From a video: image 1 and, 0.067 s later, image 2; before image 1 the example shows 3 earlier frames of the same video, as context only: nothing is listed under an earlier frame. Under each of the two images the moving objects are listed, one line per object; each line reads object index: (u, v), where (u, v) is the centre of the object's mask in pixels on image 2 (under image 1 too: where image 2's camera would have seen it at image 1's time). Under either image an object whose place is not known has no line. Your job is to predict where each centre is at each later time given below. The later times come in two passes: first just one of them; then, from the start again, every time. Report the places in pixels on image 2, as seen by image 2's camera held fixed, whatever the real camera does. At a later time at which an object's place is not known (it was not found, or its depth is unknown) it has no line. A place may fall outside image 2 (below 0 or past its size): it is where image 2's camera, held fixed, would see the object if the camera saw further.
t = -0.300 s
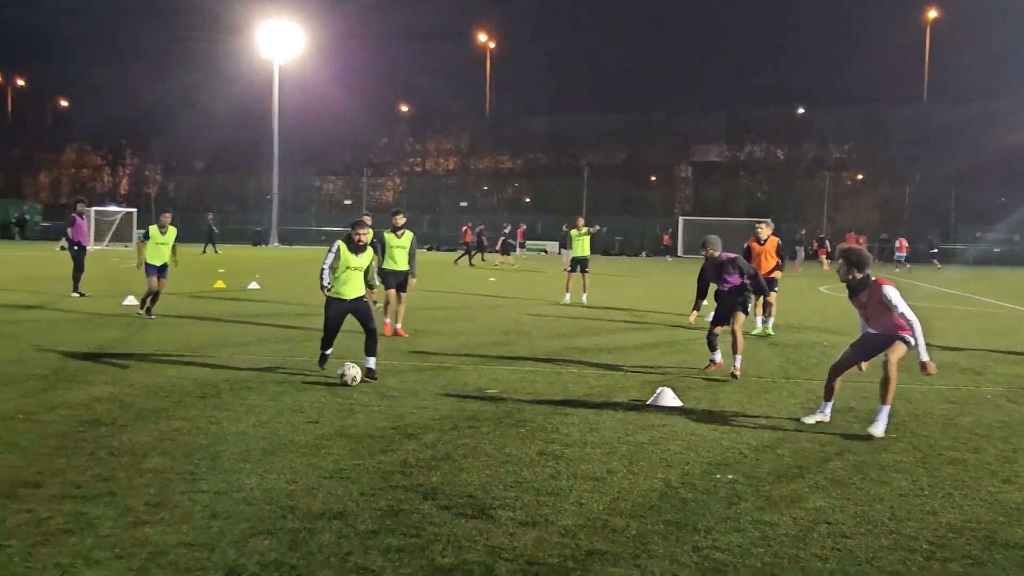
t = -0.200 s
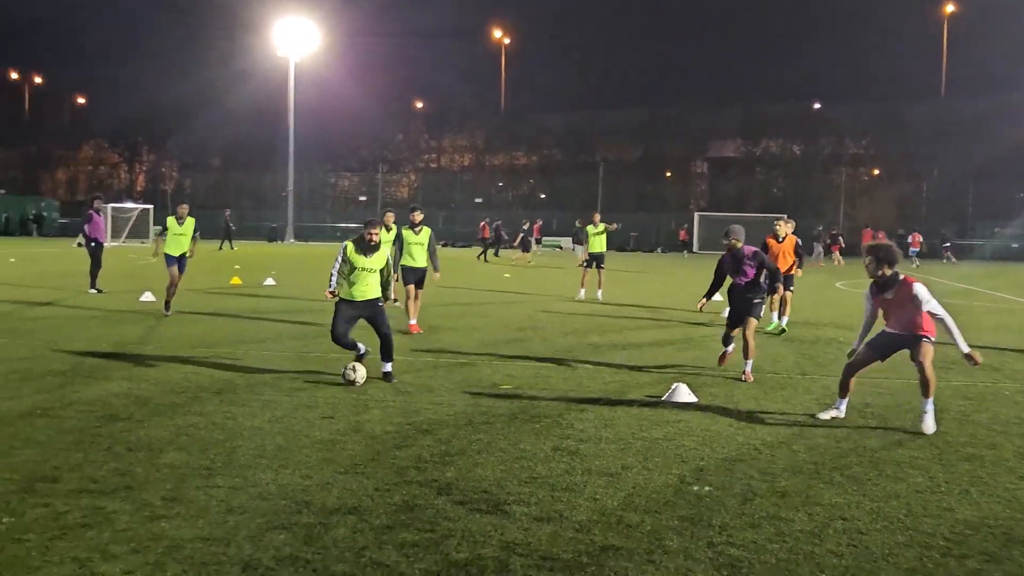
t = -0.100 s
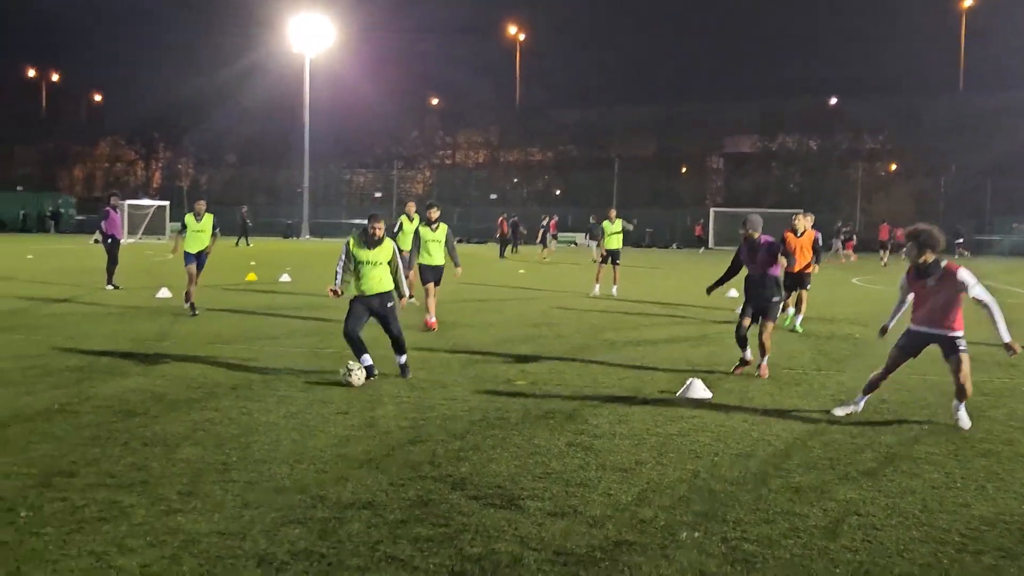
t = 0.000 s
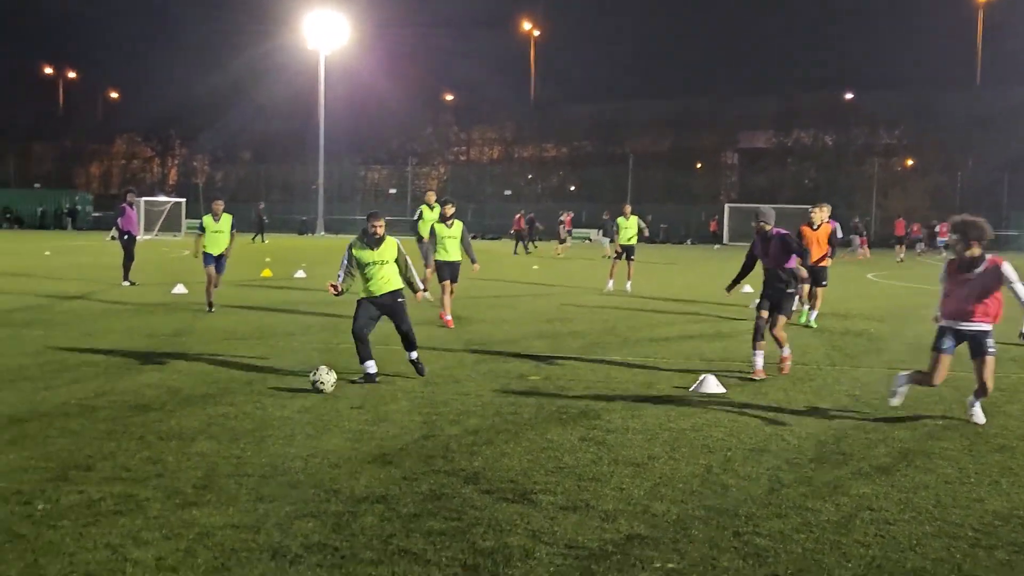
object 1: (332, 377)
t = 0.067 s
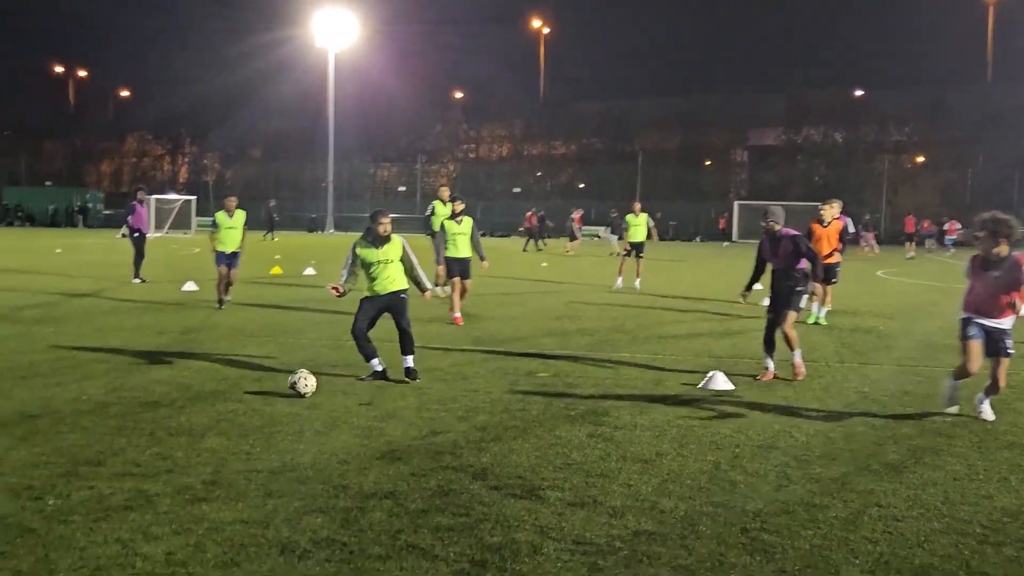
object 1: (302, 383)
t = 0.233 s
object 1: (224, 404)
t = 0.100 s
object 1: (287, 387)
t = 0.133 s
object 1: (271, 391)
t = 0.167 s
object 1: (256, 394)
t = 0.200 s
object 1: (241, 399)
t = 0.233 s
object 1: (224, 404)
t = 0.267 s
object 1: (208, 408)
